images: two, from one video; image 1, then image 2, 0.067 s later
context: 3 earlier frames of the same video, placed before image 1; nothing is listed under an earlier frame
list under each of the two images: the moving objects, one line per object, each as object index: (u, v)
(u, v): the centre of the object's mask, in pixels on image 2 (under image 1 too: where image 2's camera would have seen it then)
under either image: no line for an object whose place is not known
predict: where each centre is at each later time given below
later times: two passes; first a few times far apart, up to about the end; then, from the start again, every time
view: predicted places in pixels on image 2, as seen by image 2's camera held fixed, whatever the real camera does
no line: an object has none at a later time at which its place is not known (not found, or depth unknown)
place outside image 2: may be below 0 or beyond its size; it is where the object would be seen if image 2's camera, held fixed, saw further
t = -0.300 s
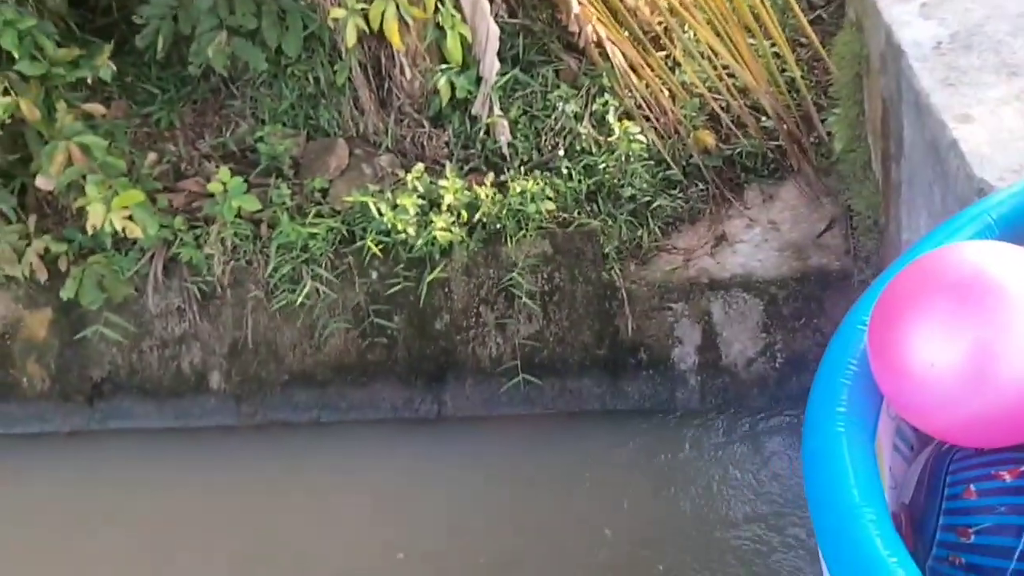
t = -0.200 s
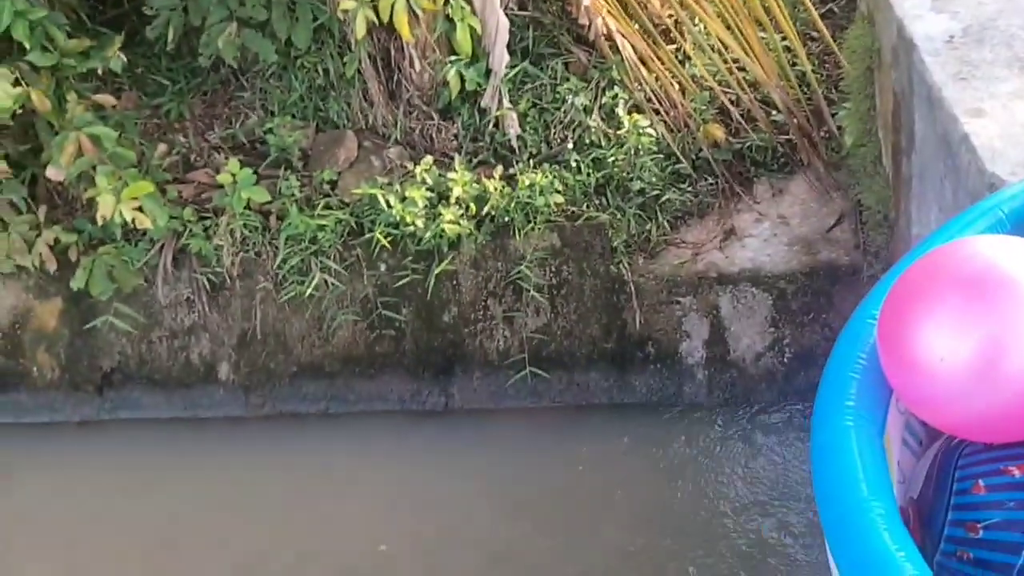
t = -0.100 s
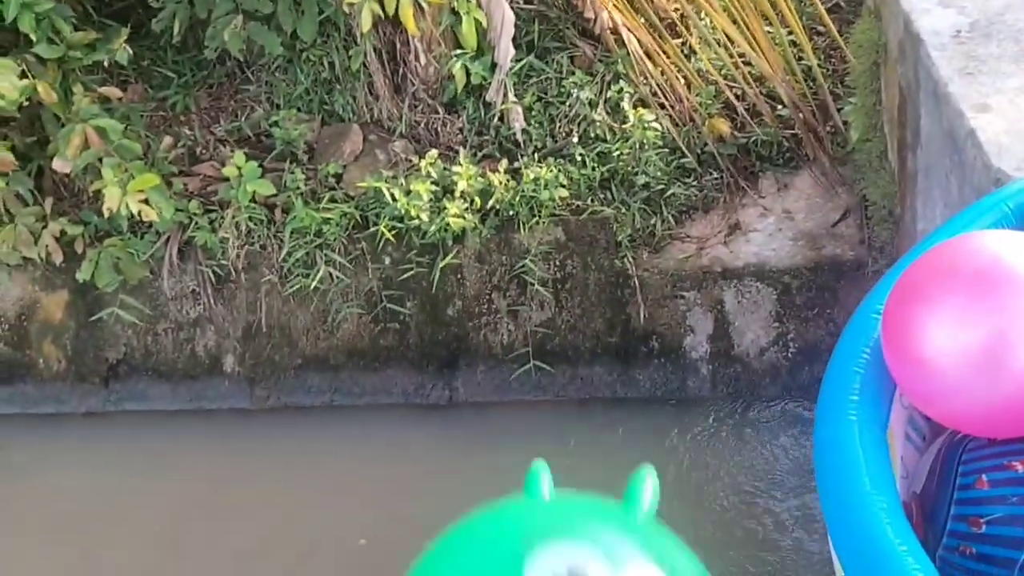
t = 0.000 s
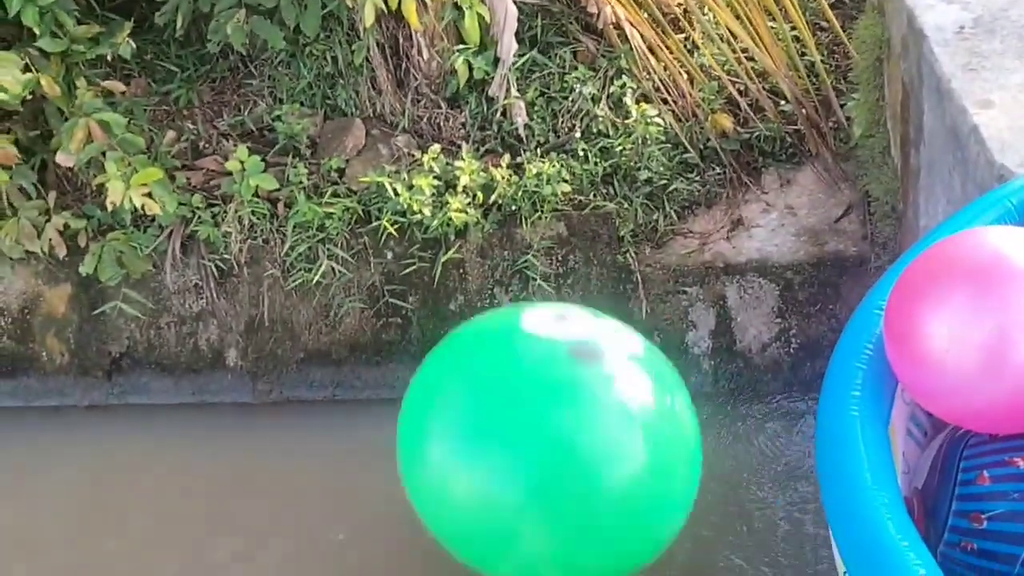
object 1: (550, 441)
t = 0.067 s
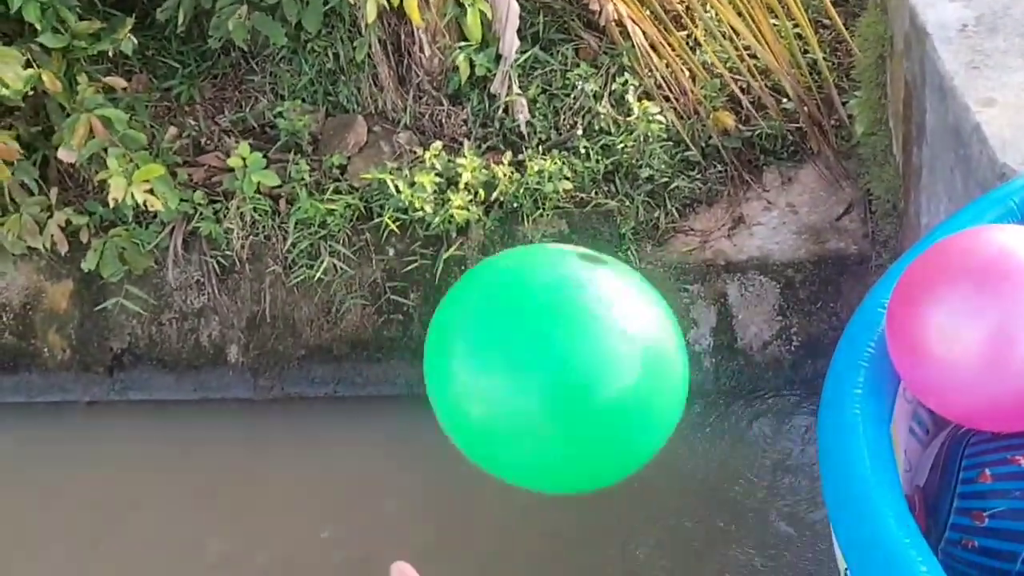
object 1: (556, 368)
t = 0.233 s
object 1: (587, 373)
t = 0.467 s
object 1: (638, 552)
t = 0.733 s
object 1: (612, 583)
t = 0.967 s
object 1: (581, 582)
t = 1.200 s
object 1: (538, 577)
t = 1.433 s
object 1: (495, 572)
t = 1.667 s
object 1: (449, 568)
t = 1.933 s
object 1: (401, 569)
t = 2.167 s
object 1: (362, 574)
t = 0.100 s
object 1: (560, 349)
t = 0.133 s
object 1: (566, 341)
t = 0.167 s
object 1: (572, 344)
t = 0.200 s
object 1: (579, 355)
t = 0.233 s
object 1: (587, 373)
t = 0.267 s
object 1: (595, 396)
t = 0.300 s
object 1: (603, 422)
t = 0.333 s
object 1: (611, 449)
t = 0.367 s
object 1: (618, 479)
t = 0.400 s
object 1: (625, 507)
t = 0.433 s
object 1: (633, 532)
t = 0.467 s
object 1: (638, 552)
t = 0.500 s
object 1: (642, 569)
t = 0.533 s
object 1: (644, 584)
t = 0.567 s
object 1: (641, 584)
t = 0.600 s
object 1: (636, 586)
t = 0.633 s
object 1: (630, 587)
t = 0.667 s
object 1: (624, 586)
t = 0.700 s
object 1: (618, 585)
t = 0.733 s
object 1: (612, 583)
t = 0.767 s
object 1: (606, 581)
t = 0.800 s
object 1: (601, 579)
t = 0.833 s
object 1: (598, 578)
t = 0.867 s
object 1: (594, 578)
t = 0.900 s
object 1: (590, 580)
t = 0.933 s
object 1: (586, 581)
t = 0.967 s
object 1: (581, 582)
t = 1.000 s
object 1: (575, 583)
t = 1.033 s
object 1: (569, 584)
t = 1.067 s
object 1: (562, 583)
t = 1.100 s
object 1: (556, 582)
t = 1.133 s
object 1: (550, 580)
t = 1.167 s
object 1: (544, 579)
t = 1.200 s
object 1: (538, 577)
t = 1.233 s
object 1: (532, 576)
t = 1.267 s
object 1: (527, 574)
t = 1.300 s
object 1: (521, 574)
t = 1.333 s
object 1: (515, 573)
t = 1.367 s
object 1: (508, 573)
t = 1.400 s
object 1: (502, 573)
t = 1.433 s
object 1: (495, 572)
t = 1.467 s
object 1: (489, 571)
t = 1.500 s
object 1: (481, 570)
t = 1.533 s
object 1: (475, 570)
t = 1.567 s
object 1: (468, 570)
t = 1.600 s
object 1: (462, 569)
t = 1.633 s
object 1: (456, 569)
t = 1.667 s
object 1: (449, 568)
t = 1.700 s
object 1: (443, 568)
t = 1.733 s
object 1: (437, 568)
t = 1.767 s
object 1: (431, 568)
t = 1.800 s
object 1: (425, 568)
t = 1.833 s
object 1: (419, 568)
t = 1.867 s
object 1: (413, 568)
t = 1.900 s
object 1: (407, 569)
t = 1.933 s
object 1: (401, 569)
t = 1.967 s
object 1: (395, 570)
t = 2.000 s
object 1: (389, 570)
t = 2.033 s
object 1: (383, 571)
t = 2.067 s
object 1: (378, 572)
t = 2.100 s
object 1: (373, 573)
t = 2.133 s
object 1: (367, 573)
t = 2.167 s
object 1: (362, 574)
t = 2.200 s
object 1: (356, 575)
